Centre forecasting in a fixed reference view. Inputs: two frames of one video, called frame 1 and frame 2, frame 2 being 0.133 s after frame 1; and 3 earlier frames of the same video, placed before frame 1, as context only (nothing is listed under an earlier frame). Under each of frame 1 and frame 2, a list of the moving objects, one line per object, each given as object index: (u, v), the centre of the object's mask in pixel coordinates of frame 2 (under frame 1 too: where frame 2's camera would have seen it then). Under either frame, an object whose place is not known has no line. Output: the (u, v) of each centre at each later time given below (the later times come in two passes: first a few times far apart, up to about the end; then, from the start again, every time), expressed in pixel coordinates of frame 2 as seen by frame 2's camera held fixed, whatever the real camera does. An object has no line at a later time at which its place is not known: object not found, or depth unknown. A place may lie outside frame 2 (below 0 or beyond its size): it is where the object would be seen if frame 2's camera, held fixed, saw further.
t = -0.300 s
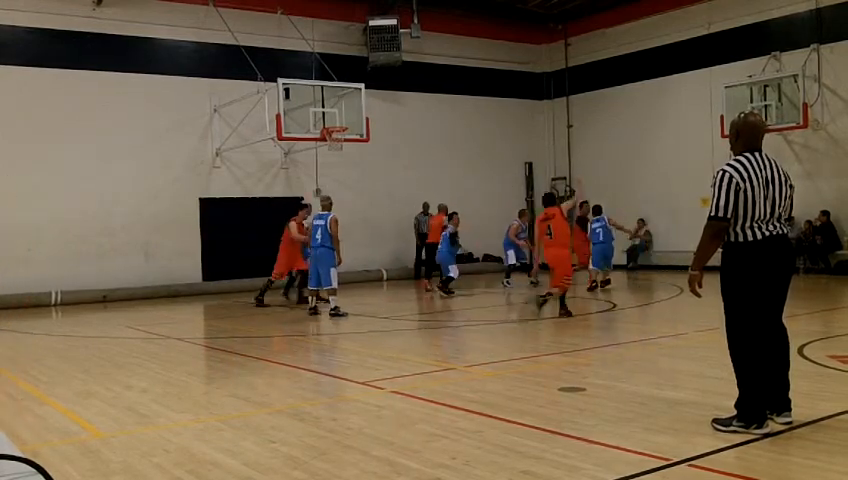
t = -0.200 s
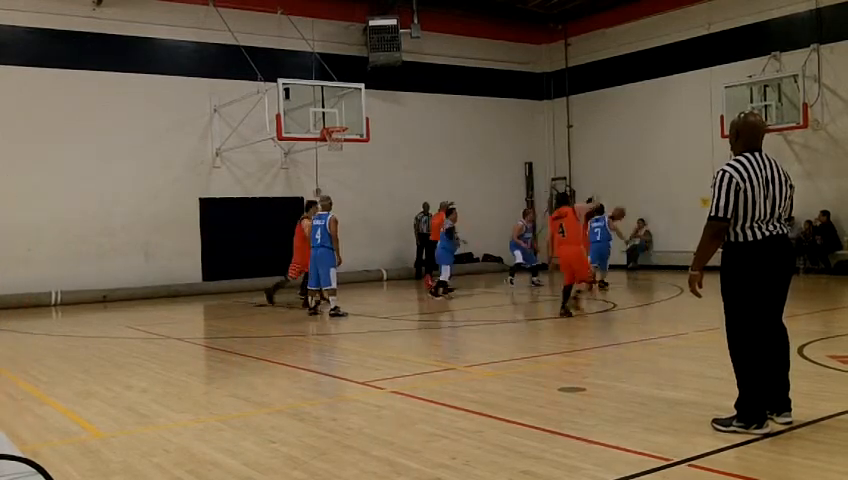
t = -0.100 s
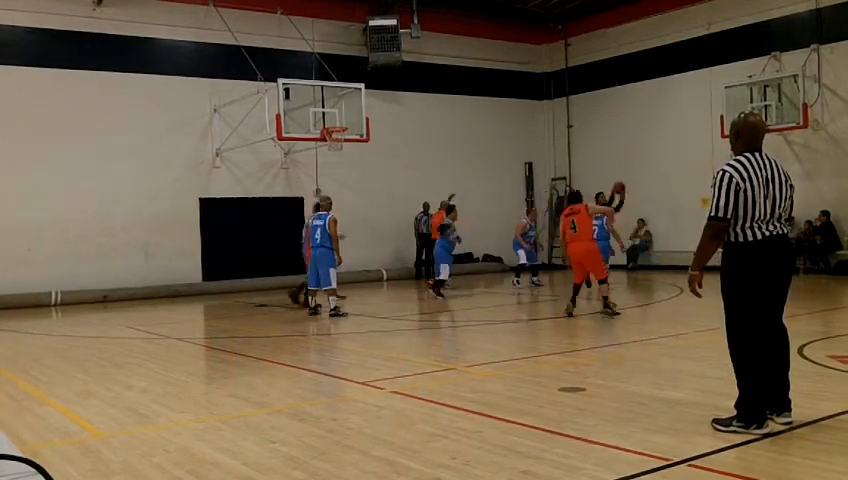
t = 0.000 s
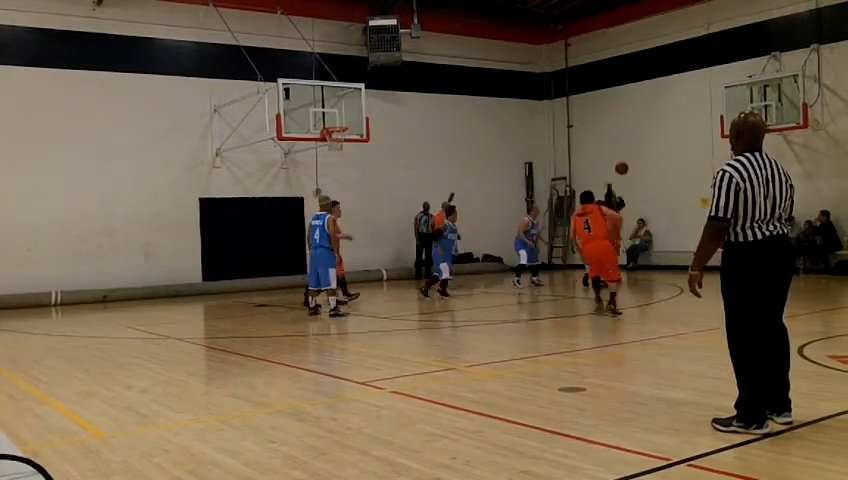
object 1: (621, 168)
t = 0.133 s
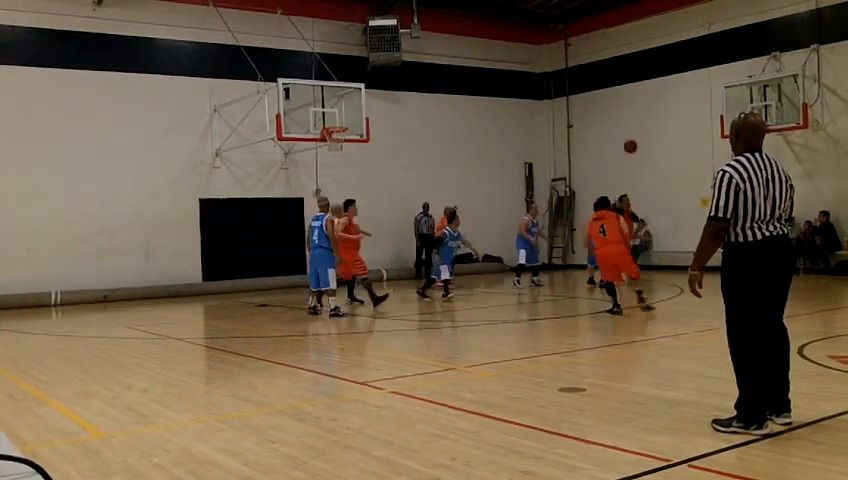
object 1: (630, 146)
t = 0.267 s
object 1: (640, 131)
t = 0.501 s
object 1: (660, 129)
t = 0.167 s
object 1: (632, 141)
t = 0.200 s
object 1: (635, 137)
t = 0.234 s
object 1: (637, 134)
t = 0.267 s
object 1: (640, 131)
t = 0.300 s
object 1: (642, 129)
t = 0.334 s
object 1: (645, 127)
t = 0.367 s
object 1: (648, 126)
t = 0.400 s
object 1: (651, 126)
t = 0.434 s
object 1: (653, 126)
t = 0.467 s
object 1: (657, 127)
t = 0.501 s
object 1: (660, 129)
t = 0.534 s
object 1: (663, 131)
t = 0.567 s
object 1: (666, 135)
